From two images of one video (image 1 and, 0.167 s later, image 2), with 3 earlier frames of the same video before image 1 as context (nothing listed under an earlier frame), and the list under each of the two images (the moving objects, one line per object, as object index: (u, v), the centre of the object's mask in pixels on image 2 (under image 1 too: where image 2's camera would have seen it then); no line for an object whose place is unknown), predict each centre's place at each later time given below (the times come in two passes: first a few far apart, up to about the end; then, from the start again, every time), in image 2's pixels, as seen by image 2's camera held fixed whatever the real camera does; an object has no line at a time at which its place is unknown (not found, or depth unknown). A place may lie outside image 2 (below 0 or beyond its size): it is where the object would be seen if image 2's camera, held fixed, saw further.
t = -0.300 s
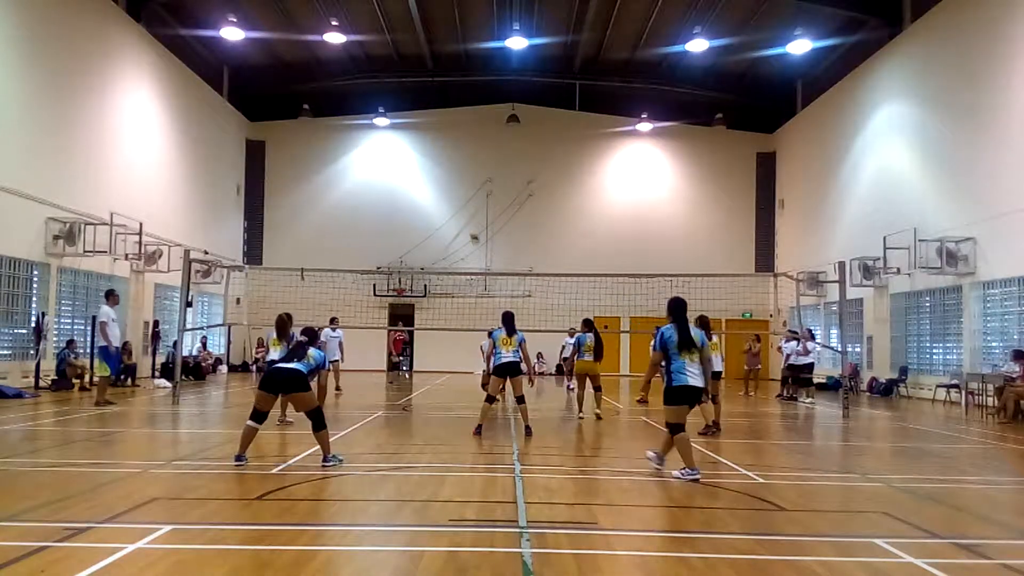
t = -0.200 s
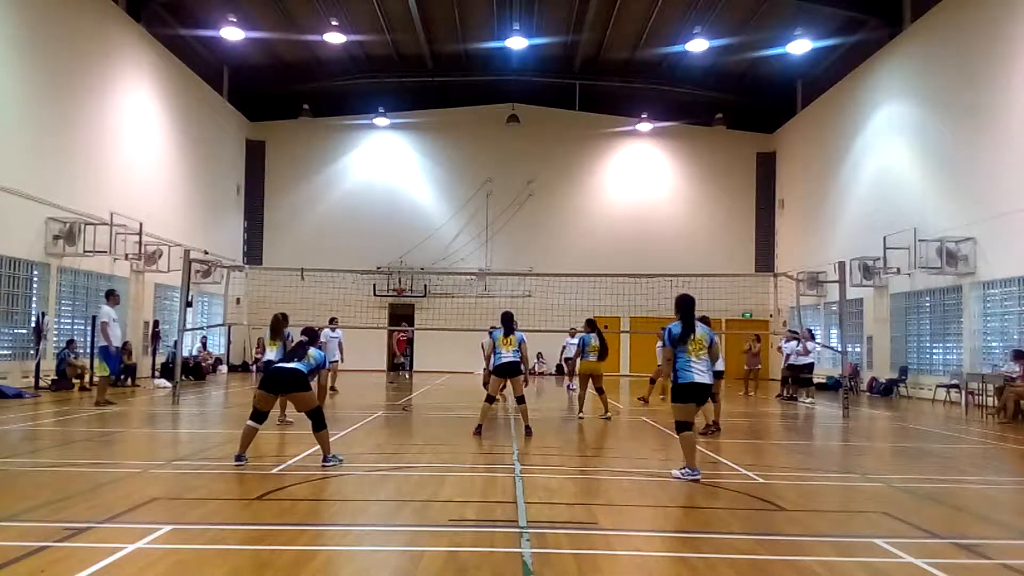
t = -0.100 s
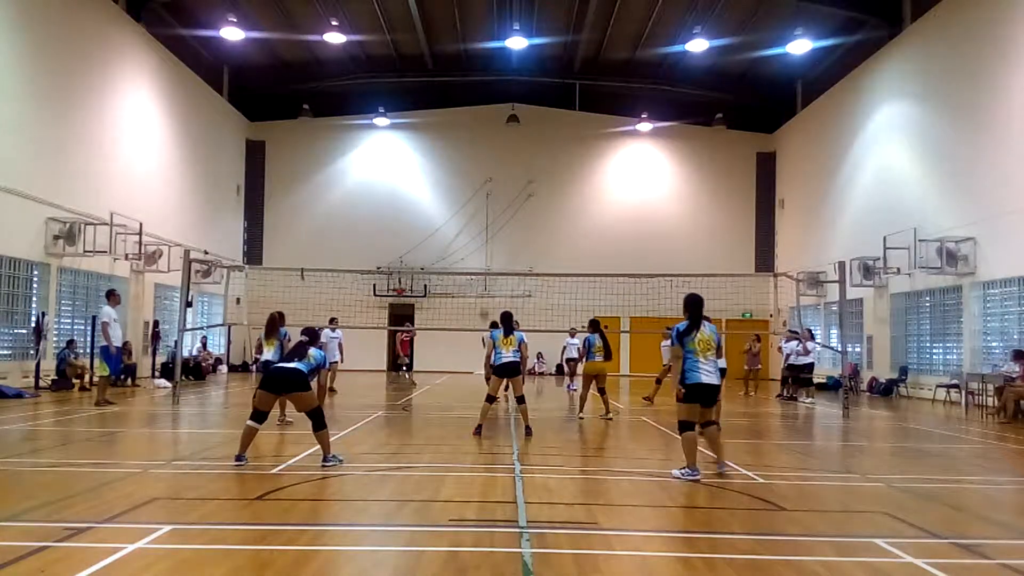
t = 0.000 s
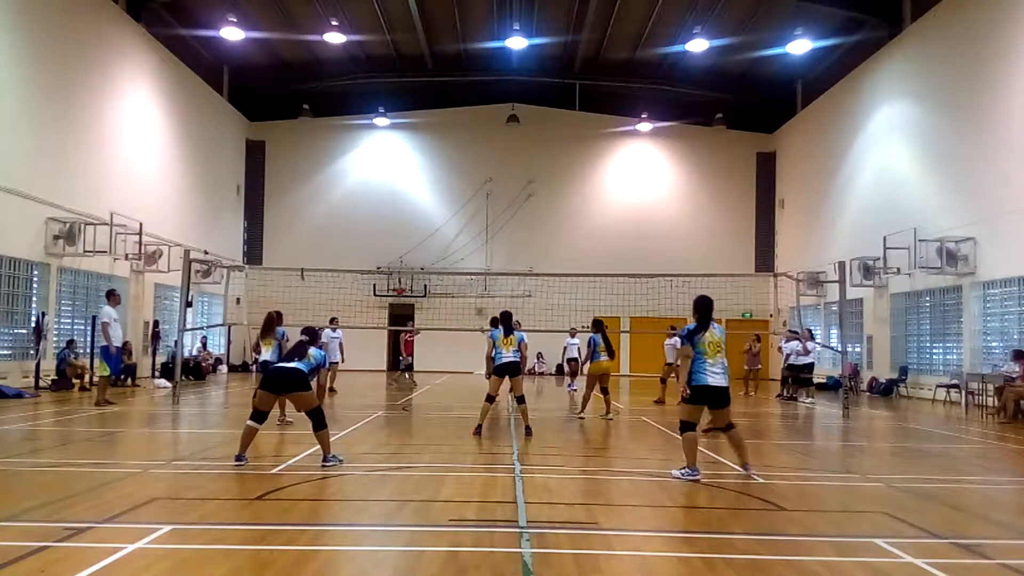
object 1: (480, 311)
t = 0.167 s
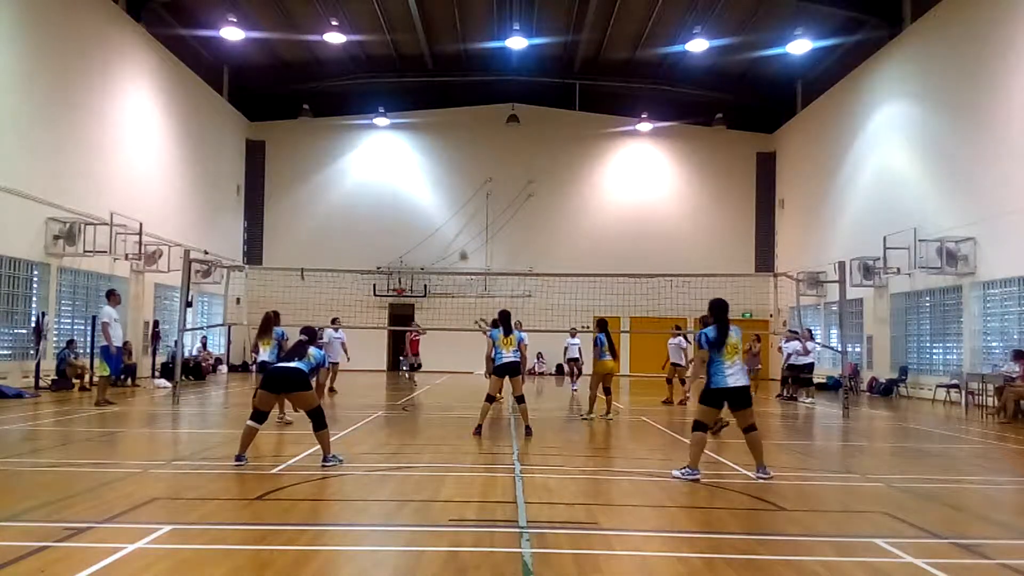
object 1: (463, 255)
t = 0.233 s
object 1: (456, 238)
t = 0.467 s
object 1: (432, 194)
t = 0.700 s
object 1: (408, 178)
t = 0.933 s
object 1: (382, 188)
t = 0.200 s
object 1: (459, 246)
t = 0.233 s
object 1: (456, 238)
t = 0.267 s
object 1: (453, 230)
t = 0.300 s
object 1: (449, 222)
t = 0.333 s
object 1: (445, 215)
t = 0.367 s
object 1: (442, 209)
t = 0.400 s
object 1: (439, 204)
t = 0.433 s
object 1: (435, 198)
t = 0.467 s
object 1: (432, 194)
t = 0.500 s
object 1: (428, 190)
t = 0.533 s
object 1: (425, 187)
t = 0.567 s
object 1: (422, 184)
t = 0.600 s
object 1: (418, 181)
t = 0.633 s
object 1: (415, 180)
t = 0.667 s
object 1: (411, 179)
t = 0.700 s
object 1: (408, 178)
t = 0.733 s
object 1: (404, 178)
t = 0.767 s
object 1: (400, 178)
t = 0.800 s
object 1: (397, 179)
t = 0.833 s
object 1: (393, 181)
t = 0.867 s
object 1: (389, 182)
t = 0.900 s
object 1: (386, 185)
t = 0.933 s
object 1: (382, 188)
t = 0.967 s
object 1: (379, 192)
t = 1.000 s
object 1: (375, 196)
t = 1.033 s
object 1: (372, 201)
